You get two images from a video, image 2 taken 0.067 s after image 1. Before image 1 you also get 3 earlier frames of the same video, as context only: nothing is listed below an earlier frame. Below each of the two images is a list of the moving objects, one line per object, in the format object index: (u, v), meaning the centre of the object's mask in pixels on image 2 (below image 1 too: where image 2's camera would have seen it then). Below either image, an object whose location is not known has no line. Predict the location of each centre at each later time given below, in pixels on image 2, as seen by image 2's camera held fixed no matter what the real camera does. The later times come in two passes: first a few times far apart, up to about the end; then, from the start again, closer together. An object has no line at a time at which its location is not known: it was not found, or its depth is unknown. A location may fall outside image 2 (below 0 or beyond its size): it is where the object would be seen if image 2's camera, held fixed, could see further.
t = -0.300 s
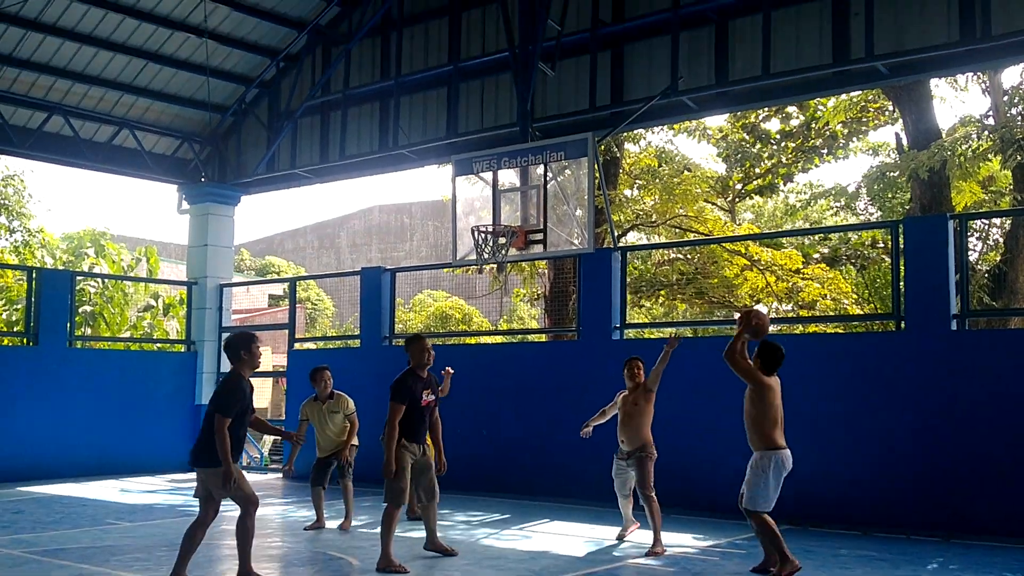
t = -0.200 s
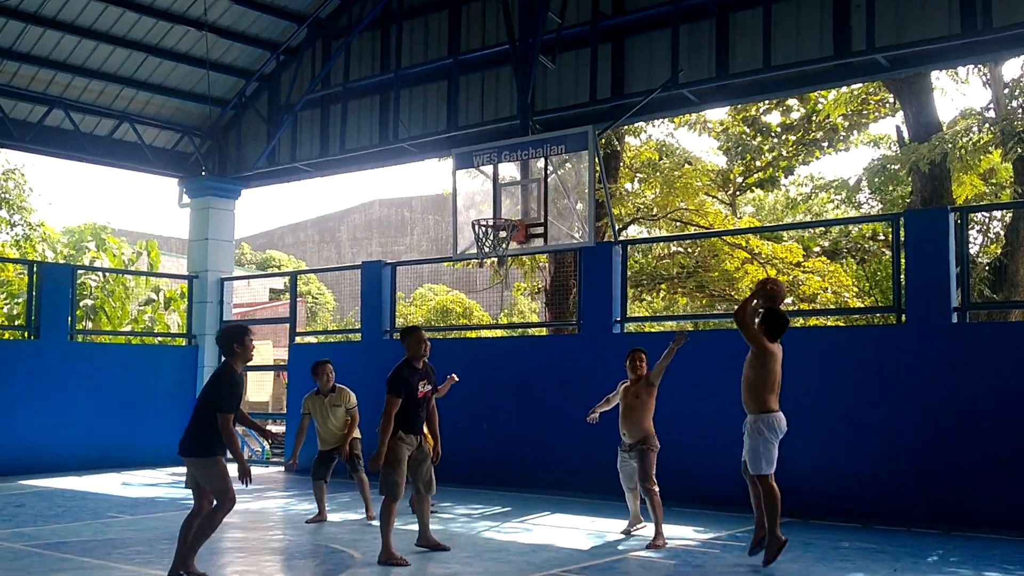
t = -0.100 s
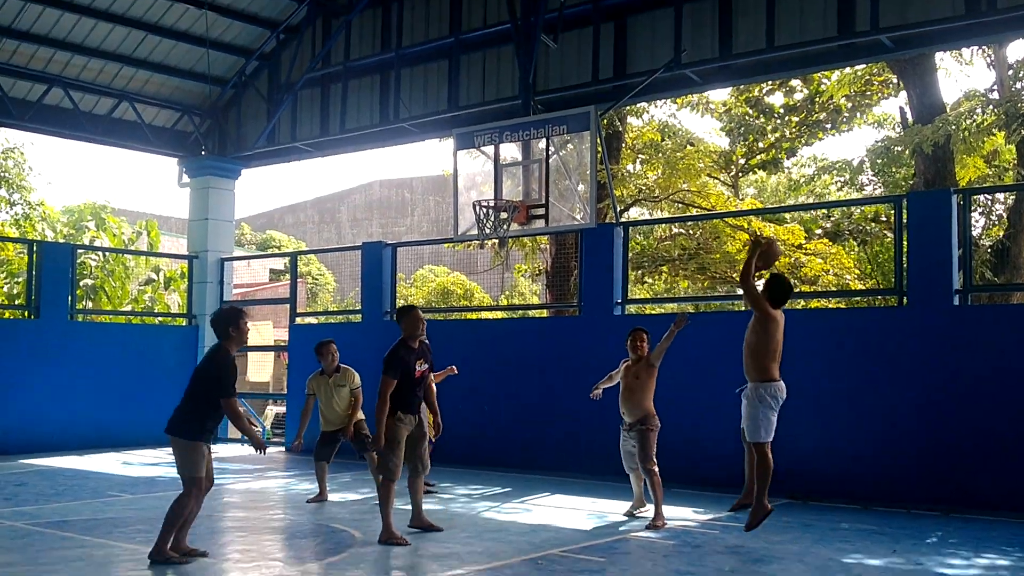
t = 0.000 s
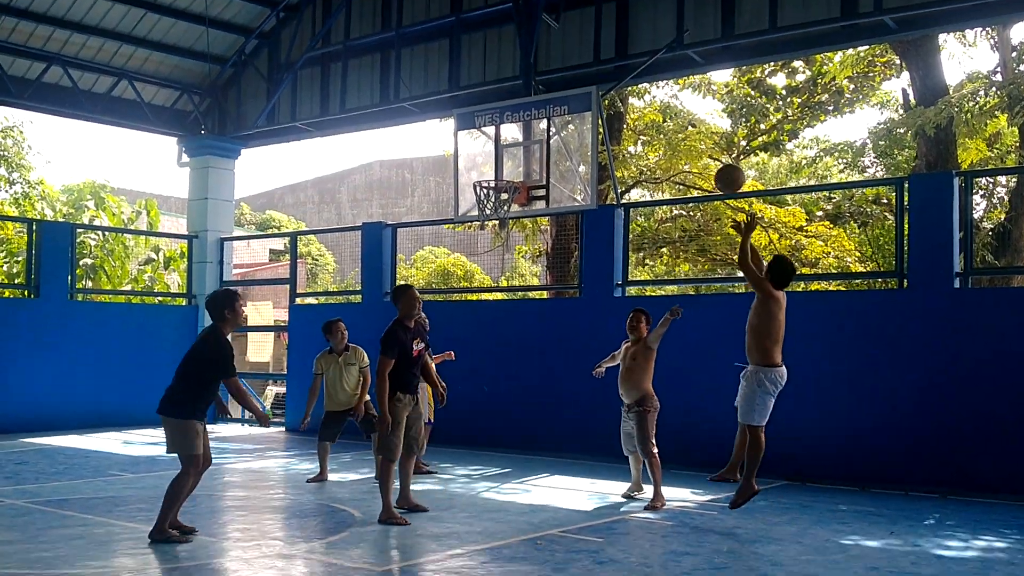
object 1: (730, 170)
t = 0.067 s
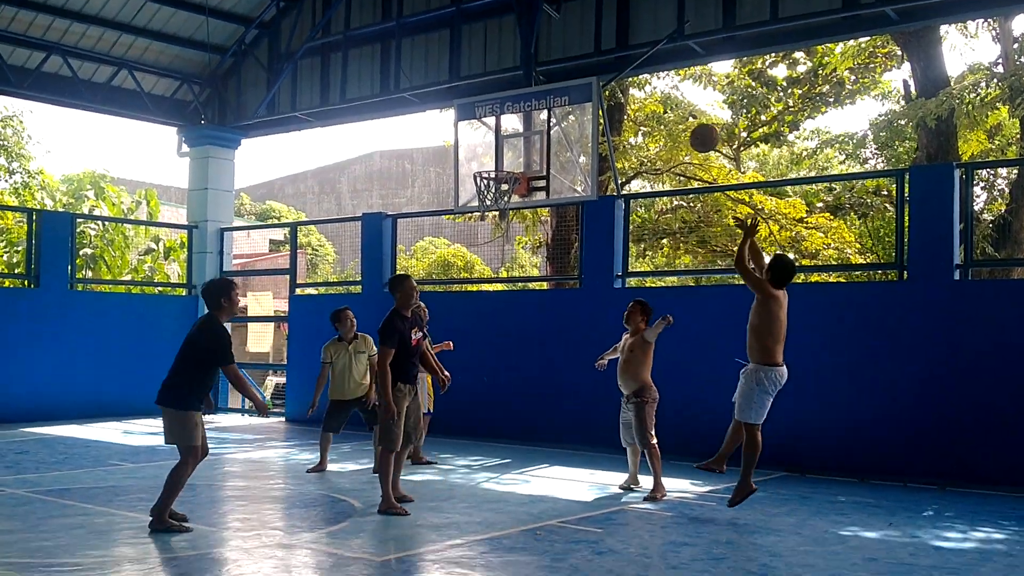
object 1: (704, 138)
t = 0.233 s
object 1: (646, 89)
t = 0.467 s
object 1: (576, 80)
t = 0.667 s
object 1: (525, 115)
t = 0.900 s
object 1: (484, 150)
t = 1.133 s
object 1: (471, 123)
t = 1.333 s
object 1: (459, 139)
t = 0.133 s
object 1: (680, 114)
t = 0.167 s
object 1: (668, 104)
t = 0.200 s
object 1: (657, 96)
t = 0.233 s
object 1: (646, 89)
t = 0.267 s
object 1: (635, 84)
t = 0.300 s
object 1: (625, 80)
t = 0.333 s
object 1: (615, 78)
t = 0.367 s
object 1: (605, 77)
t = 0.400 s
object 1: (595, 77)
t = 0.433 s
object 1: (585, 78)
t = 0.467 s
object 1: (576, 80)
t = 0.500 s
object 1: (567, 83)
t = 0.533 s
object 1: (558, 87)
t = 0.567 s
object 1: (550, 93)
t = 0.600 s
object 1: (542, 99)
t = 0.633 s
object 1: (533, 106)
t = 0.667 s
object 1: (525, 115)
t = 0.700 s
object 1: (517, 125)
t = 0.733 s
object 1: (509, 135)
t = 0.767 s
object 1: (502, 146)
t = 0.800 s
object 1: (494, 158)
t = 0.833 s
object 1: (488, 165)
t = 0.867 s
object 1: (486, 158)
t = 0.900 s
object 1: (484, 150)
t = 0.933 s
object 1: (483, 143)
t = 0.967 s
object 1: (481, 136)
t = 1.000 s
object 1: (479, 131)
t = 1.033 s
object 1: (477, 128)
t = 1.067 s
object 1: (475, 125)
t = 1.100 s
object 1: (473, 123)
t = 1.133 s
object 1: (471, 123)
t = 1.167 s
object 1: (469, 123)
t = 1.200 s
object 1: (466, 124)
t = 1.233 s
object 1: (465, 126)
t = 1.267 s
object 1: (463, 129)
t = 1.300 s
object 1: (461, 134)
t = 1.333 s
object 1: (459, 139)
